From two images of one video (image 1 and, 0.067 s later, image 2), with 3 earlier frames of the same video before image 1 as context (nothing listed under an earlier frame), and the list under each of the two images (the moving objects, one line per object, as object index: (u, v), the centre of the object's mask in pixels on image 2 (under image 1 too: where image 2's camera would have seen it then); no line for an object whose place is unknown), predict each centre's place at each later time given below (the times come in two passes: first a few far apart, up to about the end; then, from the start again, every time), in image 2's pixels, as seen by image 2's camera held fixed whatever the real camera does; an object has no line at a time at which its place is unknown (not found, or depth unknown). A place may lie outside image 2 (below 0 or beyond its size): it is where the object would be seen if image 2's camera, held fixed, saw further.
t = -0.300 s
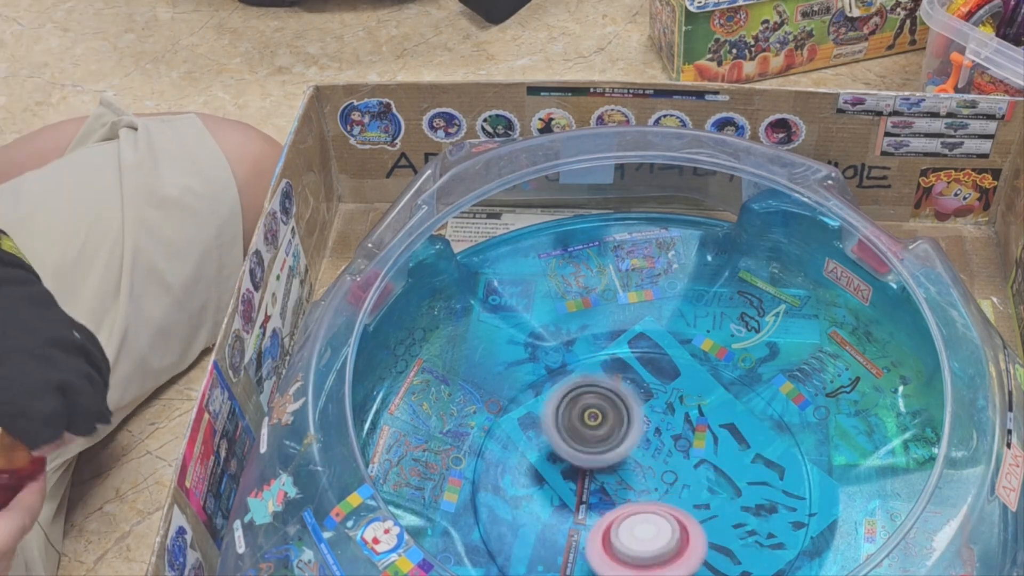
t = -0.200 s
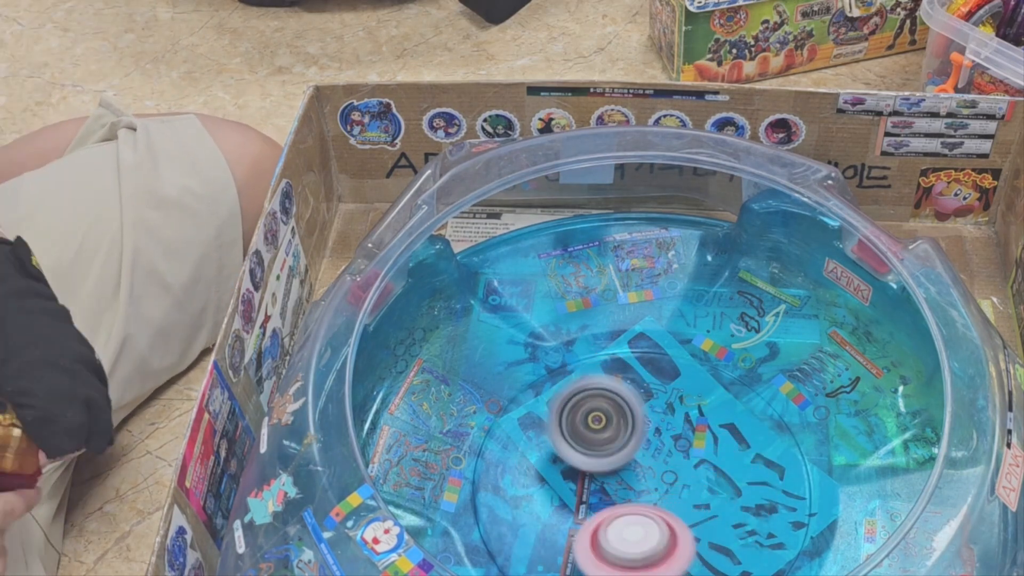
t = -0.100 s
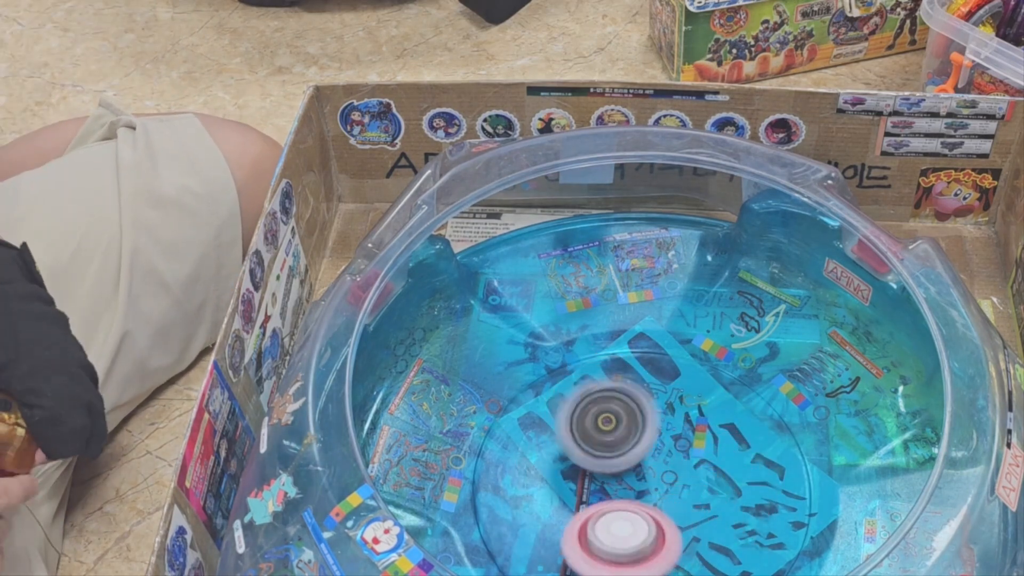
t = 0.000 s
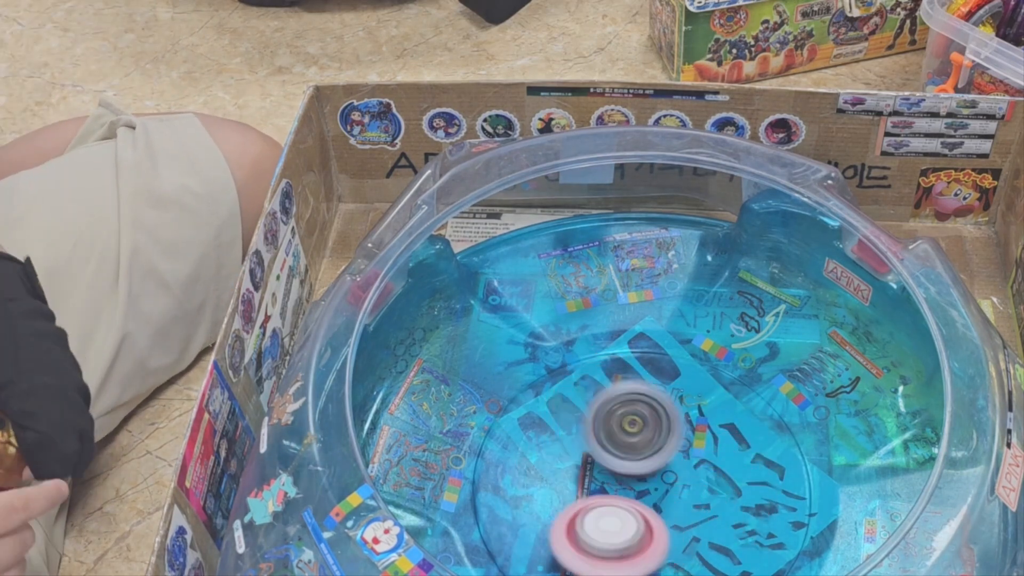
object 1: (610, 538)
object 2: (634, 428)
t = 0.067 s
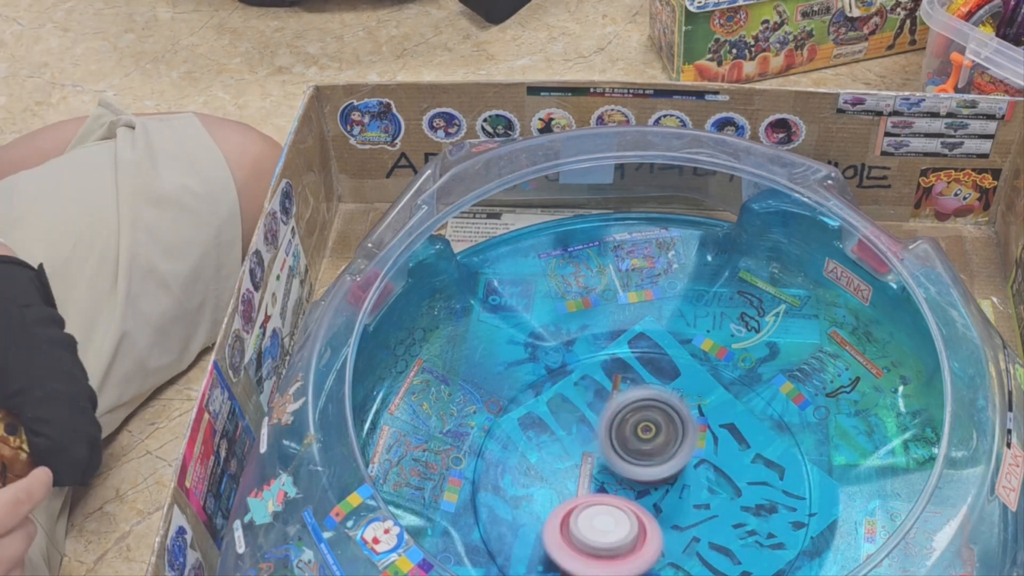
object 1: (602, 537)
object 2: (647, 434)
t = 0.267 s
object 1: (586, 531)
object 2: (682, 431)
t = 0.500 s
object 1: (566, 516)
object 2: (683, 457)
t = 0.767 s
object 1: (567, 488)
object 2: (677, 481)
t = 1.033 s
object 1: (561, 467)
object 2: (672, 492)
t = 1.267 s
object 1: (544, 437)
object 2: (703, 506)
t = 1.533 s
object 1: (574, 433)
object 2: (674, 501)
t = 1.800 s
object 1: (591, 407)
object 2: (689, 514)
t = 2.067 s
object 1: (608, 409)
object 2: (669, 488)
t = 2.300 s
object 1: (629, 402)
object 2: (662, 494)
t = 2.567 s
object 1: (664, 412)
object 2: (664, 498)
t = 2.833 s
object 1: (689, 420)
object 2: (650, 501)
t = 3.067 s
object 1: (698, 437)
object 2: (621, 499)
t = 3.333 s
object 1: (701, 461)
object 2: (605, 488)
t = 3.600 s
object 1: (699, 478)
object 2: (593, 475)
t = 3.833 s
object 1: (692, 498)
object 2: (585, 455)
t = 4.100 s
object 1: (670, 512)
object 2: (598, 437)
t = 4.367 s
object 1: (636, 526)
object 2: (631, 422)
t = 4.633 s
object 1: (611, 513)
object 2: (663, 427)
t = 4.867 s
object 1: (597, 495)
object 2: (712, 443)
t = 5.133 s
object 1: (591, 476)
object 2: (706, 495)
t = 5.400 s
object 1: (595, 455)
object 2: (650, 536)
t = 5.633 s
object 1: (612, 439)
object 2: (600, 533)
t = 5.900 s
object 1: (649, 441)
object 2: (567, 502)
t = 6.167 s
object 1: (682, 455)
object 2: (559, 478)
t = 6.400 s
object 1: (693, 470)
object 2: (582, 435)
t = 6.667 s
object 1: (694, 496)
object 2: (611, 424)
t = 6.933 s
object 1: (673, 522)
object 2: (617, 425)
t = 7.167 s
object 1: (651, 530)
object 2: (618, 441)
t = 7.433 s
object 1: (635, 528)
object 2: (601, 439)
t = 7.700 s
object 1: (618, 522)
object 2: (602, 417)
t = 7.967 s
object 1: (605, 508)
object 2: (659, 404)
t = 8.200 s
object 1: (607, 488)
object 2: (749, 401)
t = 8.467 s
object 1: (633, 451)
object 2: (744, 490)
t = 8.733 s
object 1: (656, 442)
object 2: (623, 545)
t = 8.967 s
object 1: (669, 448)
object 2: (529, 512)
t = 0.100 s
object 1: (599, 537)
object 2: (652, 436)
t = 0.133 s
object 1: (596, 537)
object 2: (657, 436)
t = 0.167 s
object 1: (592, 536)
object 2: (662, 433)
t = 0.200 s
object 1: (589, 533)
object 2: (670, 432)
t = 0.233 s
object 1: (587, 532)
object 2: (676, 430)
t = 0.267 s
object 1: (586, 531)
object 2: (682, 431)
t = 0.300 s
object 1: (584, 530)
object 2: (687, 434)
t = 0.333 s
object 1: (581, 529)
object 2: (691, 438)
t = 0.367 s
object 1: (579, 527)
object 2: (691, 443)
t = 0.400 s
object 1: (576, 525)
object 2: (691, 446)
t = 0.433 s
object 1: (573, 523)
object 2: (689, 451)
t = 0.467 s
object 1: (569, 520)
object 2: (686, 454)
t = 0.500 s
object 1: (566, 516)
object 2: (683, 457)
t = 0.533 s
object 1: (564, 512)
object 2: (679, 460)
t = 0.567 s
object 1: (563, 507)
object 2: (676, 462)
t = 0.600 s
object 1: (562, 503)
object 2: (675, 466)
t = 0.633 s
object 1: (562, 500)
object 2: (676, 469)
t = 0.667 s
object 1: (563, 496)
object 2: (677, 472)
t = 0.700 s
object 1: (564, 493)
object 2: (678, 476)
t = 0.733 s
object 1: (565, 491)
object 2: (677, 479)
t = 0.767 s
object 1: (567, 488)
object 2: (677, 481)
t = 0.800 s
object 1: (568, 485)
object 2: (676, 483)
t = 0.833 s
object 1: (568, 482)
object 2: (676, 485)
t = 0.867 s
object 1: (564, 479)
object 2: (681, 487)
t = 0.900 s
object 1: (562, 476)
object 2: (682, 490)
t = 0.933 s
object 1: (561, 473)
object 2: (681, 491)
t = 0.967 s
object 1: (561, 471)
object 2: (679, 492)
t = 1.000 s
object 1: (560, 469)
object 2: (676, 493)
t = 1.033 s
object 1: (561, 467)
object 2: (672, 492)
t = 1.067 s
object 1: (562, 466)
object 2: (667, 491)
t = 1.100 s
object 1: (563, 464)
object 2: (665, 490)
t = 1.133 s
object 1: (563, 462)
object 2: (663, 490)
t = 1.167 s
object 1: (564, 460)
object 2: (661, 489)
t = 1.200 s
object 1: (558, 453)
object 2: (672, 493)
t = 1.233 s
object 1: (548, 444)
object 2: (689, 500)
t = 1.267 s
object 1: (544, 437)
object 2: (703, 506)
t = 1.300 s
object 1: (543, 434)
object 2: (710, 509)
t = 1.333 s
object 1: (545, 431)
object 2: (713, 510)
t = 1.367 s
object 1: (549, 431)
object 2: (710, 511)
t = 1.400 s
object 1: (554, 431)
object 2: (704, 512)
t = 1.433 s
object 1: (559, 431)
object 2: (696, 511)
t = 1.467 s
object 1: (564, 432)
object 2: (689, 508)
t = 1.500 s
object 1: (569, 433)
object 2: (682, 504)
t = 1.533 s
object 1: (574, 433)
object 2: (674, 501)
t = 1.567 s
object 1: (579, 433)
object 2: (667, 497)
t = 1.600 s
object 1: (583, 432)
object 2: (662, 493)
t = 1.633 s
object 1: (586, 431)
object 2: (661, 490)
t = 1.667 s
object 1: (587, 422)
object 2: (673, 500)
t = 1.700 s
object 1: (587, 414)
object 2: (682, 508)
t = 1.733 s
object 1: (588, 410)
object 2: (688, 512)
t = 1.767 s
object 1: (590, 408)
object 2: (690, 514)
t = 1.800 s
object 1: (591, 407)
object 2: (689, 514)
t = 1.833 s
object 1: (593, 407)
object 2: (687, 513)
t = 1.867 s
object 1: (595, 408)
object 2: (684, 509)
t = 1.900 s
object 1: (597, 408)
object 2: (682, 507)
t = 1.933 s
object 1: (599, 408)
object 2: (679, 502)
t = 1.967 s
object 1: (602, 408)
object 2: (676, 499)
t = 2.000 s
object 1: (604, 409)
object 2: (673, 494)
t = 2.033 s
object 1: (606, 409)
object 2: (671, 491)
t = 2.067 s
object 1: (608, 409)
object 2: (669, 488)
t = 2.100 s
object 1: (610, 408)
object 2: (667, 485)
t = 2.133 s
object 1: (612, 407)
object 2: (665, 483)
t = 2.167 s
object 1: (614, 406)
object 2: (665, 482)
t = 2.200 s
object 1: (617, 404)
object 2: (664, 486)
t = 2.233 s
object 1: (620, 403)
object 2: (663, 490)
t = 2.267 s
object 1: (625, 402)
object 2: (662, 492)
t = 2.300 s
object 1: (629, 402)
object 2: (662, 494)
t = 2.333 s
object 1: (632, 404)
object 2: (663, 496)
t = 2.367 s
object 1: (637, 405)
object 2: (664, 497)
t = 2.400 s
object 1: (642, 406)
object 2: (663, 499)
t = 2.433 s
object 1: (646, 407)
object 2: (663, 498)
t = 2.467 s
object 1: (652, 408)
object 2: (663, 498)
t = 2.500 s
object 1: (658, 410)
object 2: (663, 499)
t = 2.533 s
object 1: (661, 411)
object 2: (664, 499)
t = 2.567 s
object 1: (664, 412)
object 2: (664, 498)
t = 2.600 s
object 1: (668, 410)
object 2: (663, 505)
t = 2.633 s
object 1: (671, 408)
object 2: (661, 511)
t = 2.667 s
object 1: (675, 409)
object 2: (658, 512)
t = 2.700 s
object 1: (680, 410)
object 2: (656, 512)
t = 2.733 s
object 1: (684, 412)
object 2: (654, 510)
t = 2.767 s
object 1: (686, 415)
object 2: (653, 507)
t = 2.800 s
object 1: (688, 418)
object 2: (652, 504)
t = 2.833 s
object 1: (689, 420)
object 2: (650, 501)
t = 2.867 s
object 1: (692, 422)
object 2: (645, 503)
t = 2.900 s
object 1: (693, 424)
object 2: (638, 505)
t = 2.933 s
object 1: (694, 427)
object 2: (633, 504)
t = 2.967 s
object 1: (695, 429)
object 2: (629, 503)
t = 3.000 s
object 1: (696, 431)
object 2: (627, 501)
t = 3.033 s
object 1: (697, 433)
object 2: (624, 500)
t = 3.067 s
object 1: (698, 437)
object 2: (621, 499)
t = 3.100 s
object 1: (699, 441)
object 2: (617, 498)
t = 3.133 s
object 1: (699, 444)
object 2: (614, 497)
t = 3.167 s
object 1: (699, 448)
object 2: (613, 496)
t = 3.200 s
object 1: (699, 450)
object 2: (612, 494)
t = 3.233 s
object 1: (700, 452)
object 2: (610, 492)
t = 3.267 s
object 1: (701, 455)
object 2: (607, 490)
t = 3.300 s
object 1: (702, 458)
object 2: (605, 489)
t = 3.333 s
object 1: (701, 461)
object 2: (605, 488)
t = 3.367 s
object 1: (704, 463)
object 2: (598, 486)
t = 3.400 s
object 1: (705, 466)
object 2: (594, 485)
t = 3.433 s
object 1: (705, 469)
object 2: (591, 483)
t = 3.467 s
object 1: (704, 471)
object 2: (591, 481)
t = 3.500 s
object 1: (703, 473)
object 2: (591, 479)
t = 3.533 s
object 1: (701, 475)
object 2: (592, 478)
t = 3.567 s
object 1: (700, 477)
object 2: (593, 477)
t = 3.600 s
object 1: (699, 478)
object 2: (593, 475)
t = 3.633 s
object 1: (699, 481)
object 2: (591, 473)
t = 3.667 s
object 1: (698, 484)
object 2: (591, 471)
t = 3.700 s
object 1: (697, 486)
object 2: (592, 468)
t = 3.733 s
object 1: (696, 489)
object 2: (592, 465)
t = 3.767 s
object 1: (697, 492)
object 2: (590, 461)
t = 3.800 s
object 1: (694, 496)
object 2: (586, 457)
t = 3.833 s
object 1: (692, 498)
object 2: (585, 455)
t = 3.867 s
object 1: (689, 501)
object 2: (586, 452)
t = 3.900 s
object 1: (686, 503)
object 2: (587, 450)
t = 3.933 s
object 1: (683, 505)
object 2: (587, 447)
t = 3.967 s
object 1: (681, 506)
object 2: (588, 444)
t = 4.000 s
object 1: (678, 508)
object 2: (592, 442)
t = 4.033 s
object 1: (674, 509)
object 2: (596, 441)
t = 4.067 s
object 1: (673, 511)
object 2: (597, 439)
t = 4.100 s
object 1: (670, 512)
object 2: (598, 437)
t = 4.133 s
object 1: (667, 513)
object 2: (601, 436)
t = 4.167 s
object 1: (665, 516)
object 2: (605, 433)
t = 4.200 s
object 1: (662, 518)
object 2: (609, 432)
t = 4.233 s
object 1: (659, 520)
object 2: (613, 431)
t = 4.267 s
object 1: (655, 521)
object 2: (619, 431)
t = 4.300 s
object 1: (649, 522)
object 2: (624, 429)
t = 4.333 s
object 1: (642, 525)
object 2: (628, 426)
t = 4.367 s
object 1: (636, 526)
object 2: (631, 422)
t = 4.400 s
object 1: (633, 525)
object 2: (634, 420)
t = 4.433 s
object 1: (629, 523)
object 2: (637, 420)
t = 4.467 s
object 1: (627, 522)
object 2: (640, 423)
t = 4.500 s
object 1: (623, 520)
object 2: (641, 424)
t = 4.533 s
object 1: (620, 519)
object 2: (645, 426)
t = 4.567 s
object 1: (618, 517)
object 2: (649, 426)
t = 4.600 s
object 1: (615, 515)
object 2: (655, 428)
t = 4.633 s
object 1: (611, 513)
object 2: (663, 427)
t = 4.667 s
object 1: (607, 511)
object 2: (669, 427)
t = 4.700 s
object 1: (604, 508)
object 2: (680, 427)
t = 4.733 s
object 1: (602, 506)
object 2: (687, 427)
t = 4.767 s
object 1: (601, 503)
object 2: (695, 429)
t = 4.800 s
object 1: (600, 499)
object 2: (702, 432)
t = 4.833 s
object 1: (598, 497)
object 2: (707, 437)
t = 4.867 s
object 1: (597, 495)
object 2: (712, 443)
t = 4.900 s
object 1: (596, 492)
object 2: (715, 448)
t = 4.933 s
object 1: (595, 490)
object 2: (717, 453)
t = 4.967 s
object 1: (594, 488)
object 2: (717, 458)
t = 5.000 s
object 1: (593, 485)
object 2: (717, 465)
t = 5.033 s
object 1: (592, 483)
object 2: (715, 472)
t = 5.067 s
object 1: (591, 480)
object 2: (712, 480)
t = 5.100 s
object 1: (591, 478)
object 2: (711, 487)
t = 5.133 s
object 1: (591, 476)
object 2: (706, 495)
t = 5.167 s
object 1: (590, 474)
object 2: (702, 504)
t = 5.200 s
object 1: (590, 471)
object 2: (697, 511)
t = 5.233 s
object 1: (590, 468)
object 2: (691, 517)
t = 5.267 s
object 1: (591, 466)
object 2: (683, 523)
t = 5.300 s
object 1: (592, 463)
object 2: (675, 529)
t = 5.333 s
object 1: (593, 461)
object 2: (666, 532)
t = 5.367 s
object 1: (594, 458)
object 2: (658, 534)
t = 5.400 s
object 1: (595, 455)
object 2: (650, 536)
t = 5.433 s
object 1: (595, 453)
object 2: (643, 538)
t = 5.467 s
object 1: (596, 451)
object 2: (637, 538)
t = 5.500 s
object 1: (598, 449)
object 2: (629, 536)
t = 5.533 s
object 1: (601, 447)
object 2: (622, 536)
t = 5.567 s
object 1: (604, 445)
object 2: (613, 534)
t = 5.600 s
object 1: (606, 442)
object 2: (606, 534)
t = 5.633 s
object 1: (612, 439)
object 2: (600, 533)
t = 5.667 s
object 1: (618, 439)
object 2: (595, 531)
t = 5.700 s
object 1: (623, 439)
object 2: (588, 527)
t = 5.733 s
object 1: (628, 438)
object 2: (586, 522)
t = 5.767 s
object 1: (631, 440)
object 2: (582, 517)
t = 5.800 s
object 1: (635, 440)
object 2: (577, 513)
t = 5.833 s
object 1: (639, 439)
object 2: (571, 511)
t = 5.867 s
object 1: (645, 440)
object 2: (568, 506)
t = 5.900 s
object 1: (649, 441)
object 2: (567, 502)
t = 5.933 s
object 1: (651, 443)
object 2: (566, 497)
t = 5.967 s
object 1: (658, 442)
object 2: (560, 493)
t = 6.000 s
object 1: (666, 443)
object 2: (553, 492)
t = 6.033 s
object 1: (670, 445)
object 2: (549, 490)
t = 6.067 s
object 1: (672, 447)
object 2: (551, 487)
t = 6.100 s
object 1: (675, 449)
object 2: (551, 484)
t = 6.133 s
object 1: (679, 452)
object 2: (553, 480)
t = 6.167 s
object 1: (682, 455)
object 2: (559, 478)
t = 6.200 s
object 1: (683, 457)
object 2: (564, 474)
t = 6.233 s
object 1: (683, 459)
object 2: (570, 468)
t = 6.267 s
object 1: (683, 461)
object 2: (581, 463)
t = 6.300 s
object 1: (687, 462)
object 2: (580, 454)
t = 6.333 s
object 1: (691, 464)
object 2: (577, 445)
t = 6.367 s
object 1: (692, 467)
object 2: (578, 438)
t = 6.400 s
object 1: (693, 470)
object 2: (582, 435)
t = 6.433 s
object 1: (692, 472)
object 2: (585, 436)
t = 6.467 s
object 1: (691, 475)
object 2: (588, 435)
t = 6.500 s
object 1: (691, 477)
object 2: (594, 432)
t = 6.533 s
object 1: (692, 481)
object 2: (602, 429)
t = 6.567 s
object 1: (693, 485)
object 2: (606, 429)
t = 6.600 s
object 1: (695, 489)
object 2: (607, 426)
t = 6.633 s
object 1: (696, 493)
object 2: (610, 424)
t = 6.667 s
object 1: (694, 496)
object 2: (611, 424)
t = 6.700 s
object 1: (692, 499)
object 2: (614, 423)
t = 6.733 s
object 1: (689, 502)
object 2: (614, 425)
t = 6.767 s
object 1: (686, 504)
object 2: (616, 426)
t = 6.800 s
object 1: (682, 506)
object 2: (616, 426)
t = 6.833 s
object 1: (679, 508)
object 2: (618, 429)
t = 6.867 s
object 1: (676, 509)
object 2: (618, 431)
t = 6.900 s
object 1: (675, 514)
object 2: (617, 432)
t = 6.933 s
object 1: (673, 522)
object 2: (617, 425)
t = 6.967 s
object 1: (670, 526)
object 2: (618, 424)
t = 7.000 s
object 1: (667, 527)
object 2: (620, 428)
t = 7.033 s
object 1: (664, 527)
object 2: (622, 431)
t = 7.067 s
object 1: (661, 527)
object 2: (623, 436)
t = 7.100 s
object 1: (658, 527)
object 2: (621, 438)
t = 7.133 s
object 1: (654, 528)
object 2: (619, 440)
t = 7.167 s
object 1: (651, 530)
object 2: (618, 441)
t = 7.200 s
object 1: (647, 534)
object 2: (615, 435)
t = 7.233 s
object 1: (645, 536)
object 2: (613, 433)
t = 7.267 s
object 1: (643, 536)
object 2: (610, 433)
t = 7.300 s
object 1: (642, 535)
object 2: (611, 434)
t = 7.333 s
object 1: (640, 533)
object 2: (608, 436)
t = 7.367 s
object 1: (638, 532)
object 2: (606, 437)
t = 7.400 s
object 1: (636, 530)
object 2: (602, 437)
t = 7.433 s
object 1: (635, 528)
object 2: (601, 439)
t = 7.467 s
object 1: (633, 526)
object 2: (598, 438)
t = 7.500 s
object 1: (634, 532)
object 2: (593, 428)
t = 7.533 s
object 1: (633, 534)
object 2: (594, 417)
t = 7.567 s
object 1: (629, 533)
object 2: (594, 414)
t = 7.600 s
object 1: (625, 530)
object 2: (599, 412)
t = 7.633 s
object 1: (622, 527)
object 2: (599, 413)
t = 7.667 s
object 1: (620, 525)
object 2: (603, 415)
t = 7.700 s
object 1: (618, 522)
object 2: (602, 417)
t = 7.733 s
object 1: (616, 520)
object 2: (605, 420)
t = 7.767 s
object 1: (614, 521)
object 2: (609, 415)
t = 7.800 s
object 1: (611, 519)
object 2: (615, 411)
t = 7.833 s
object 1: (610, 515)
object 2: (620, 409)
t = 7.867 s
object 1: (609, 512)
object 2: (627, 410)
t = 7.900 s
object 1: (609, 509)
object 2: (632, 410)
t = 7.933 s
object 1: (610, 507)
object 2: (641, 411)
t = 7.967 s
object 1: (605, 508)
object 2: (659, 404)
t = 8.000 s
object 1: (601, 509)
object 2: (675, 397)
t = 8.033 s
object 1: (602, 506)
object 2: (689, 394)
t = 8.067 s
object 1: (602, 502)
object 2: (706, 393)
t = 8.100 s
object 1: (602, 498)
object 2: (719, 393)
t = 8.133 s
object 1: (603, 495)
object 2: (732, 394)
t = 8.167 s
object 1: (605, 491)
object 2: (742, 397)
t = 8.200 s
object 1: (607, 488)
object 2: (749, 401)
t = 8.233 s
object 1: (609, 484)
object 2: (755, 408)
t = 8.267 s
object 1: (611, 479)
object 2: (758, 414)
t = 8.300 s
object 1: (614, 475)
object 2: (760, 423)
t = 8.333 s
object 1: (617, 469)
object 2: (760, 435)
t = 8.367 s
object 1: (621, 465)
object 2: (760, 448)
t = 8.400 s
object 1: (624, 460)
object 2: (756, 462)
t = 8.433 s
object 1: (628, 456)
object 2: (752, 475)
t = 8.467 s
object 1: (633, 451)
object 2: (744, 490)
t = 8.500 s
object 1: (636, 449)
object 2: (734, 500)
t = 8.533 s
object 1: (640, 446)
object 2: (722, 511)
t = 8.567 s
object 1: (645, 442)
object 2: (704, 522)
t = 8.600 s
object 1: (650, 440)
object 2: (690, 531)
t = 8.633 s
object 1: (653, 440)
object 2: (672, 537)
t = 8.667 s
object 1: (653, 441)
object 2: (656, 542)
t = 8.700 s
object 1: (654, 441)
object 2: (641, 543)
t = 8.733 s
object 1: (656, 442)
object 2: (623, 545)
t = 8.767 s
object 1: (658, 443)
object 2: (605, 544)
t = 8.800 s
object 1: (660, 443)
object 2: (586, 542)
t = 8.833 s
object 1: (662, 443)
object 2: (570, 540)
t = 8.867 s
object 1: (664, 444)
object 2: (553, 536)
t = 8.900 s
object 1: (666, 445)
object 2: (545, 527)
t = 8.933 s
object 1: (667, 446)
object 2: (535, 521)
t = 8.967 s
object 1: (669, 448)
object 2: (529, 512)
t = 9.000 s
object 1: (672, 449)
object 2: (523, 503)
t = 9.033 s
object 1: (677, 450)
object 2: (523, 494)
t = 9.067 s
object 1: (682, 453)
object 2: (520, 485)
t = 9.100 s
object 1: (684, 456)
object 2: (523, 475)
